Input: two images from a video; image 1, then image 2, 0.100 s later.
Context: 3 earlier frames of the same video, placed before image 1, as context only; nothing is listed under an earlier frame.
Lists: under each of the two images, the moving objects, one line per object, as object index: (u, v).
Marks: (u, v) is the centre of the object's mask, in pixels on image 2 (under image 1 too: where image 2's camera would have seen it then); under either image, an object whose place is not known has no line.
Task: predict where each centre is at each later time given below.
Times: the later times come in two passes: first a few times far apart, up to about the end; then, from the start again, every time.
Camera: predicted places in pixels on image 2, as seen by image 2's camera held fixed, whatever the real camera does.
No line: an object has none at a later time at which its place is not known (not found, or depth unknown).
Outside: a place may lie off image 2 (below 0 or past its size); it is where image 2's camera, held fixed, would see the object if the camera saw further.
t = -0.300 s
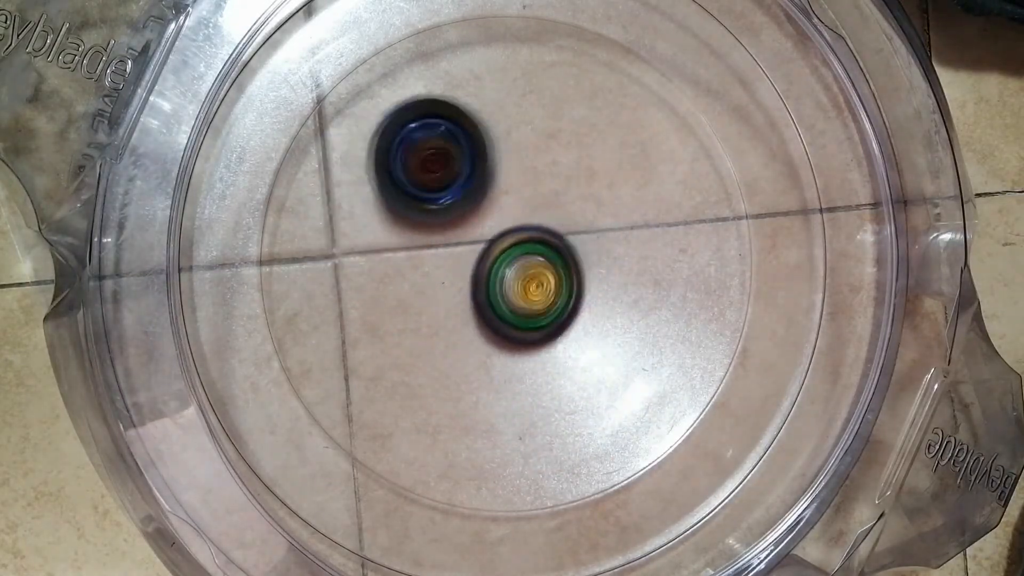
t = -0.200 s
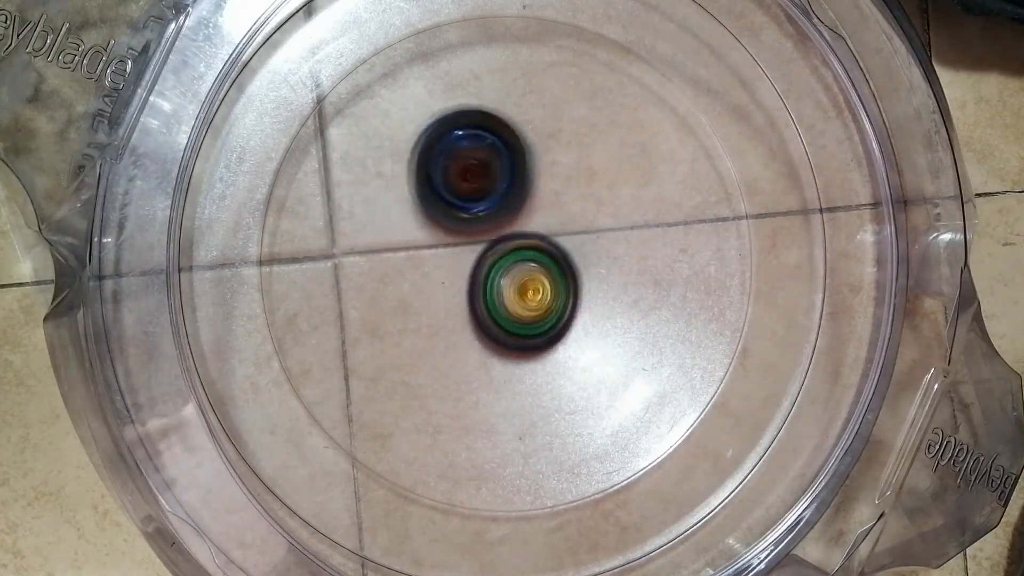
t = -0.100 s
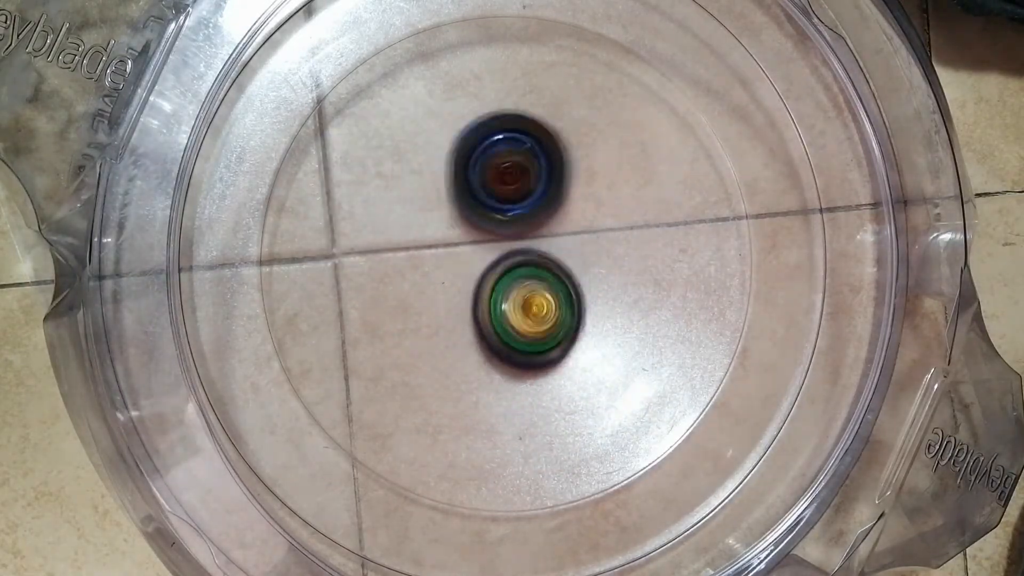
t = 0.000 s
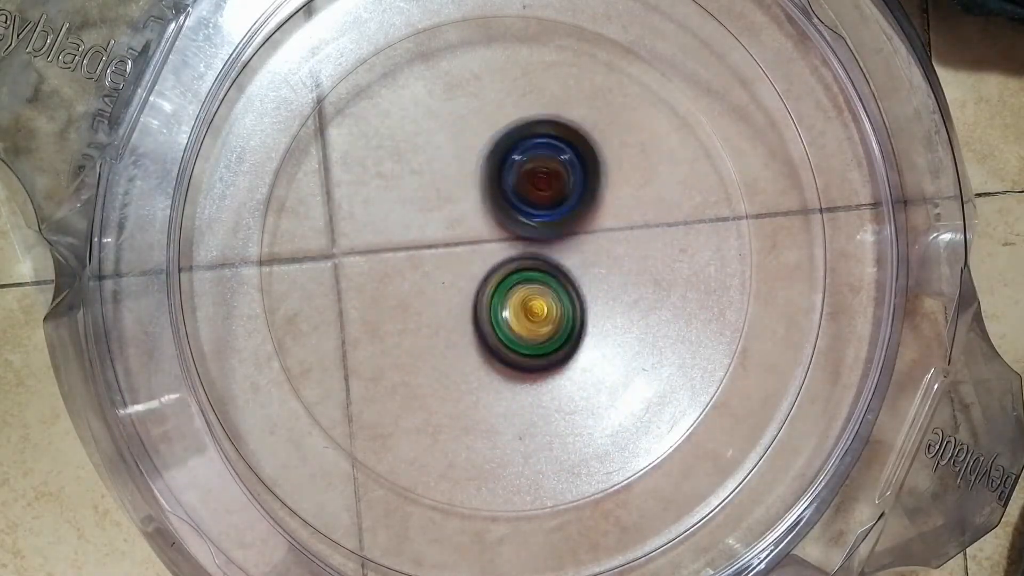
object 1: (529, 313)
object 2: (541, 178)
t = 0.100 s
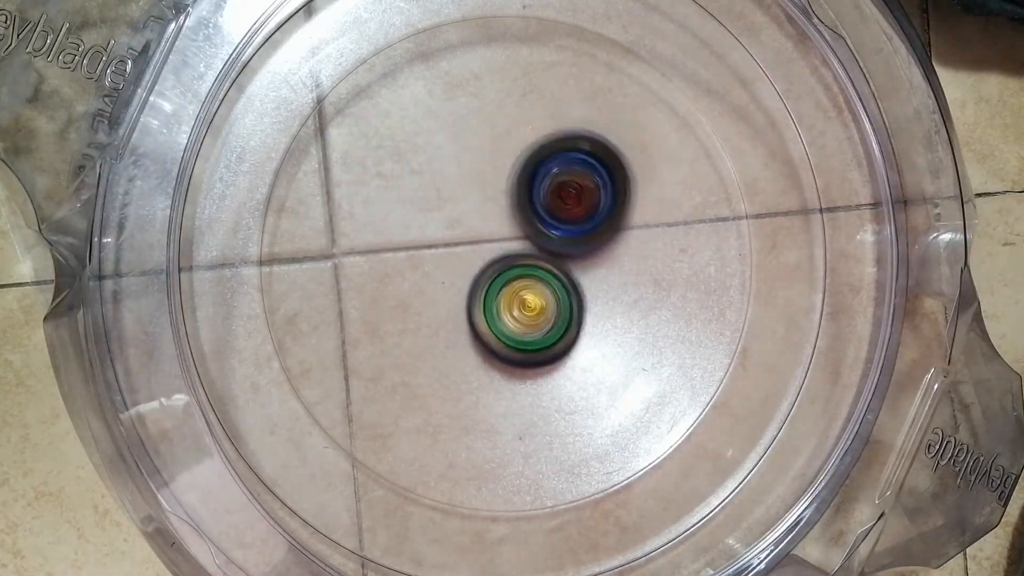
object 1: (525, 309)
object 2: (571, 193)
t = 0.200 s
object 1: (518, 309)
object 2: (597, 212)
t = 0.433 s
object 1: (499, 306)
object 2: (628, 243)
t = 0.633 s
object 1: (458, 252)
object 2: (609, 267)
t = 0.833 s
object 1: (426, 214)
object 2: (566, 309)
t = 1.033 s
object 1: (444, 215)
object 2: (523, 337)
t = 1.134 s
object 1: (466, 218)
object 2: (500, 349)
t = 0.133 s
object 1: (524, 307)
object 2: (579, 199)
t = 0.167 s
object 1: (521, 307)
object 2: (587, 207)
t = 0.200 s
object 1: (518, 309)
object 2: (597, 212)
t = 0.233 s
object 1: (516, 310)
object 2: (605, 215)
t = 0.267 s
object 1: (515, 309)
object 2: (613, 219)
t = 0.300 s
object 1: (514, 308)
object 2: (619, 224)
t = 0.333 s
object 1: (513, 307)
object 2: (623, 228)
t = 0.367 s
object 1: (512, 306)
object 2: (623, 233)
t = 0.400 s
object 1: (511, 305)
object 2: (622, 240)
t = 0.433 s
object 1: (499, 306)
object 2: (628, 243)
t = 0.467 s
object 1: (488, 302)
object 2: (631, 246)
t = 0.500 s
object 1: (479, 295)
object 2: (633, 249)
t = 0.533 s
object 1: (471, 285)
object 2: (632, 253)
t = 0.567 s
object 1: (465, 273)
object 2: (626, 258)
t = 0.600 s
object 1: (461, 262)
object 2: (619, 261)
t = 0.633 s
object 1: (458, 252)
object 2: (609, 267)
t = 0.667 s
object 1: (458, 245)
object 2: (600, 269)
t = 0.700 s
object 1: (457, 240)
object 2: (589, 274)
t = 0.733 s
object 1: (457, 238)
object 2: (577, 280)
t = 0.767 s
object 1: (445, 231)
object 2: (574, 290)
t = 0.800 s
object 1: (434, 223)
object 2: (569, 301)
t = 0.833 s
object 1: (426, 214)
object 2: (566, 309)
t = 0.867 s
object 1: (424, 209)
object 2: (559, 317)
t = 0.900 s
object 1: (424, 209)
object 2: (554, 323)
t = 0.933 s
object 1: (427, 209)
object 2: (546, 328)
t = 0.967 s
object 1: (432, 211)
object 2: (539, 332)
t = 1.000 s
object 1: (438, 212)
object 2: (531, 335)
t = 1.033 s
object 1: (444, 215)
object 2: (523, 337)
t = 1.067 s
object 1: (452, 217)
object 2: (515, 339)
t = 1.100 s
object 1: (460, 221)
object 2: (506, 339)
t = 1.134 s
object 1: (466, 218)
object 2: (500, 349)
